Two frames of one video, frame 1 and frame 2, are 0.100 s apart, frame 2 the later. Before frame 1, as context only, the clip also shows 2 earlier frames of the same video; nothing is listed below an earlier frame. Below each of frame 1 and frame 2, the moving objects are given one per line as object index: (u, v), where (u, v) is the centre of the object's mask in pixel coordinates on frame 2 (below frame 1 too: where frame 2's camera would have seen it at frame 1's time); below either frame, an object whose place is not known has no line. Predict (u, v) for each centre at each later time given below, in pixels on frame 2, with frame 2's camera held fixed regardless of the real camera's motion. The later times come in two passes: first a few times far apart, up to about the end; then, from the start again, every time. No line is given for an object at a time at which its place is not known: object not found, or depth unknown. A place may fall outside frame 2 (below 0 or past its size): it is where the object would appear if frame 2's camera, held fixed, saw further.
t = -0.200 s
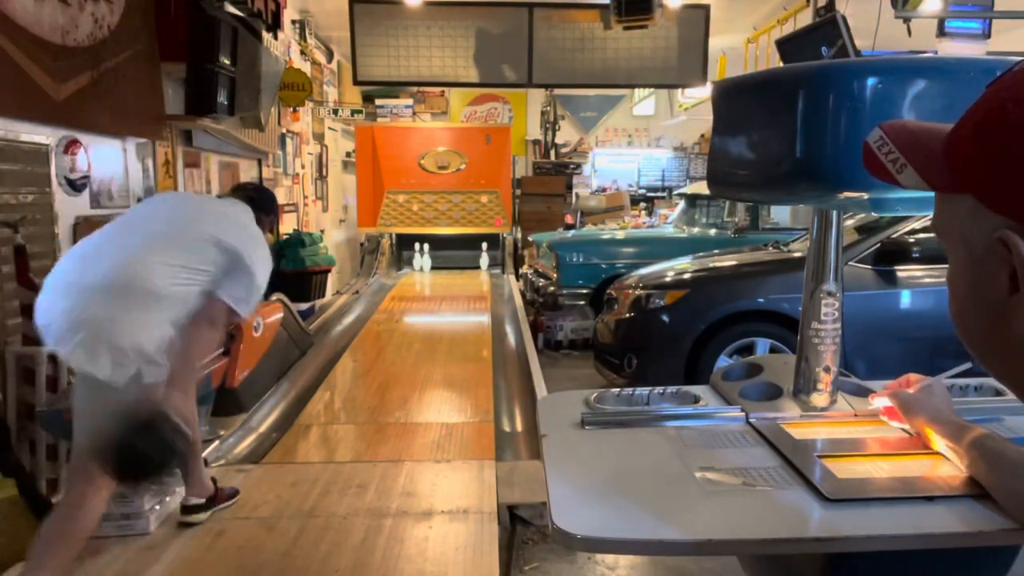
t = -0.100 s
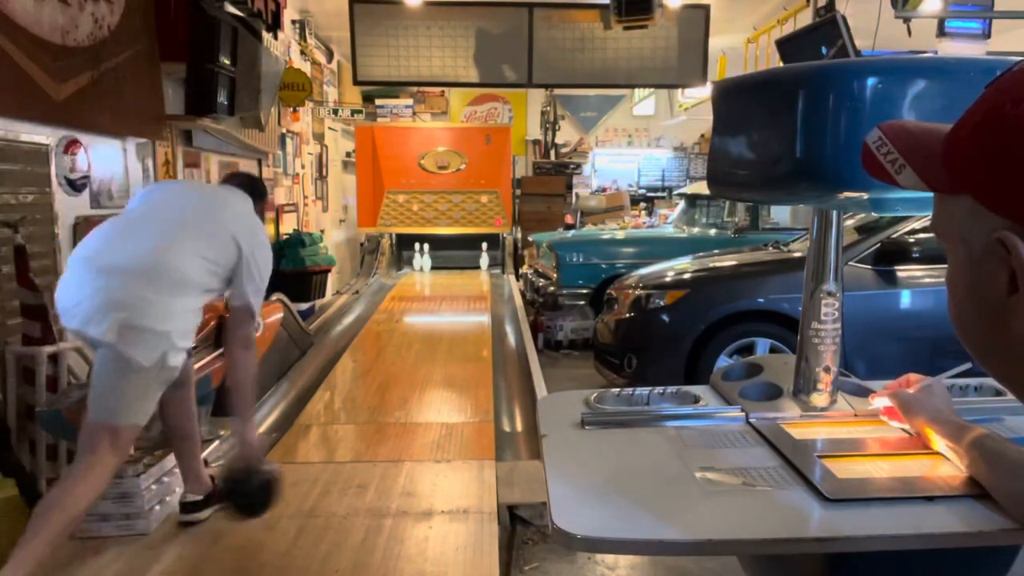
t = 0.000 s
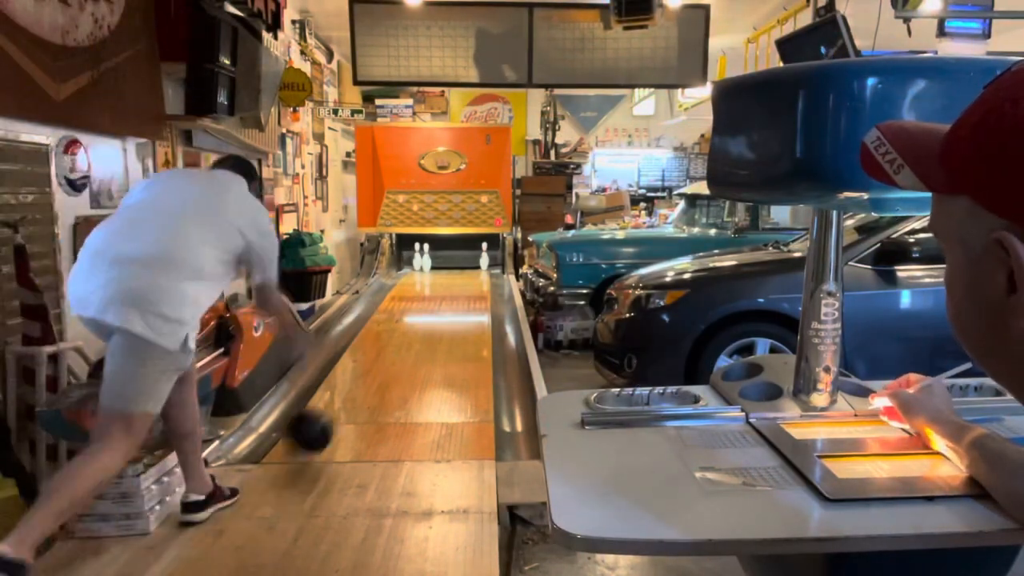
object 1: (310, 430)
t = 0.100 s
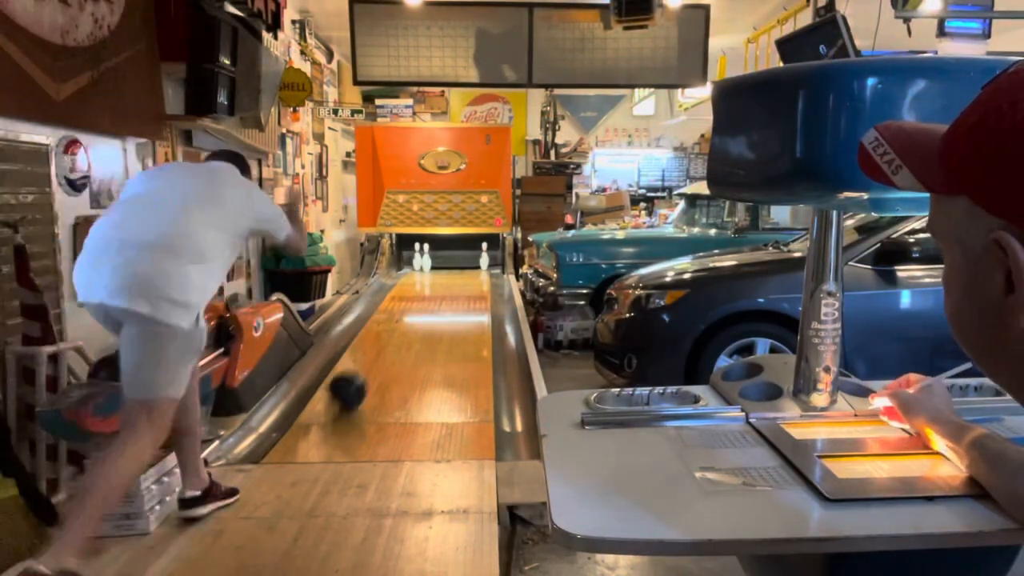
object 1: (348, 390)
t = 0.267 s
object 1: (385, 338)
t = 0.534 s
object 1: (420, 292)
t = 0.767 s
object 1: (438, 272)
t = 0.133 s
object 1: (357, 376)
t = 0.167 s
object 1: (365, 366)
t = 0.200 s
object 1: (372, 356)
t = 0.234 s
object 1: (379, 346)
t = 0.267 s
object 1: (385, 338)
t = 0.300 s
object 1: (391, 330)
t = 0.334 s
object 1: (396, 324)
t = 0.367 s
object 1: (401, 317)
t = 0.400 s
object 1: (405, 311)
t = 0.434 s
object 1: (409, 306)
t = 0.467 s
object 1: (413, 301)
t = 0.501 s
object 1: (416, 297)
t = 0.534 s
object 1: (420, 292)
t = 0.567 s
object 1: (423, 289)
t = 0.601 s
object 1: (426, 286)
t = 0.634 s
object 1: (428, 283)
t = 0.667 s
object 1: (431, 280)
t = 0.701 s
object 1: (433, 277)
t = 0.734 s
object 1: (436, 275)
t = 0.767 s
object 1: (438, 272)
